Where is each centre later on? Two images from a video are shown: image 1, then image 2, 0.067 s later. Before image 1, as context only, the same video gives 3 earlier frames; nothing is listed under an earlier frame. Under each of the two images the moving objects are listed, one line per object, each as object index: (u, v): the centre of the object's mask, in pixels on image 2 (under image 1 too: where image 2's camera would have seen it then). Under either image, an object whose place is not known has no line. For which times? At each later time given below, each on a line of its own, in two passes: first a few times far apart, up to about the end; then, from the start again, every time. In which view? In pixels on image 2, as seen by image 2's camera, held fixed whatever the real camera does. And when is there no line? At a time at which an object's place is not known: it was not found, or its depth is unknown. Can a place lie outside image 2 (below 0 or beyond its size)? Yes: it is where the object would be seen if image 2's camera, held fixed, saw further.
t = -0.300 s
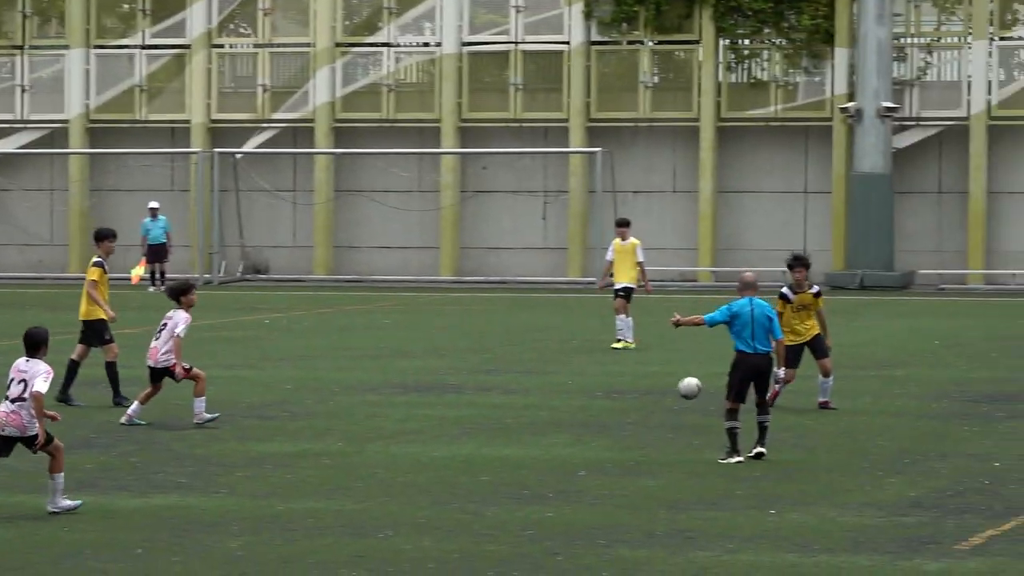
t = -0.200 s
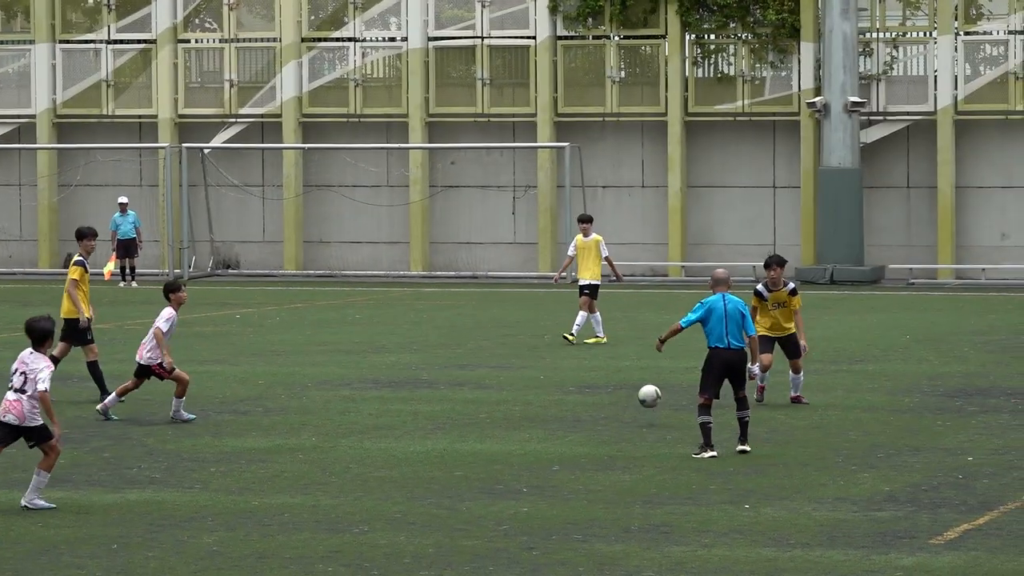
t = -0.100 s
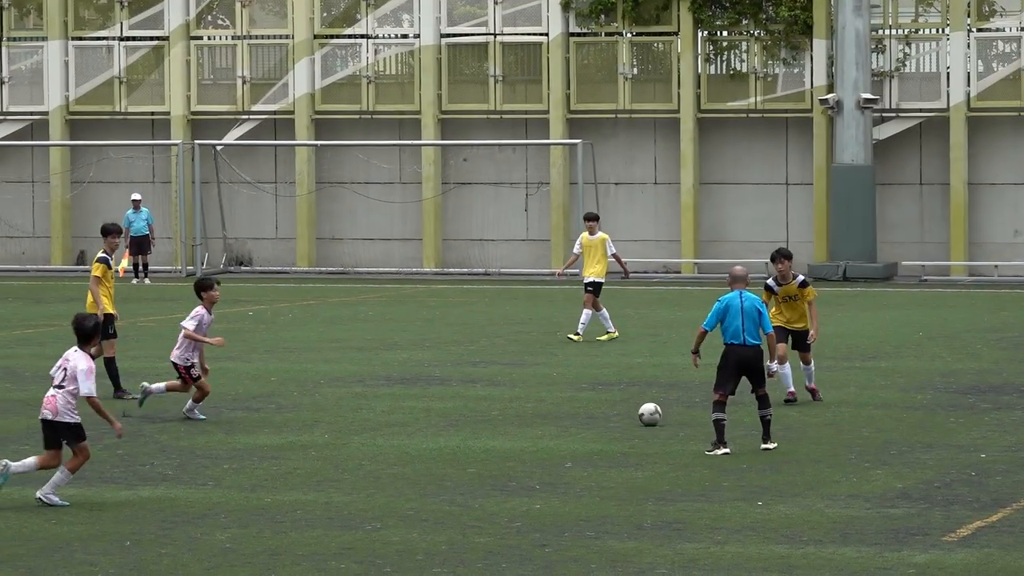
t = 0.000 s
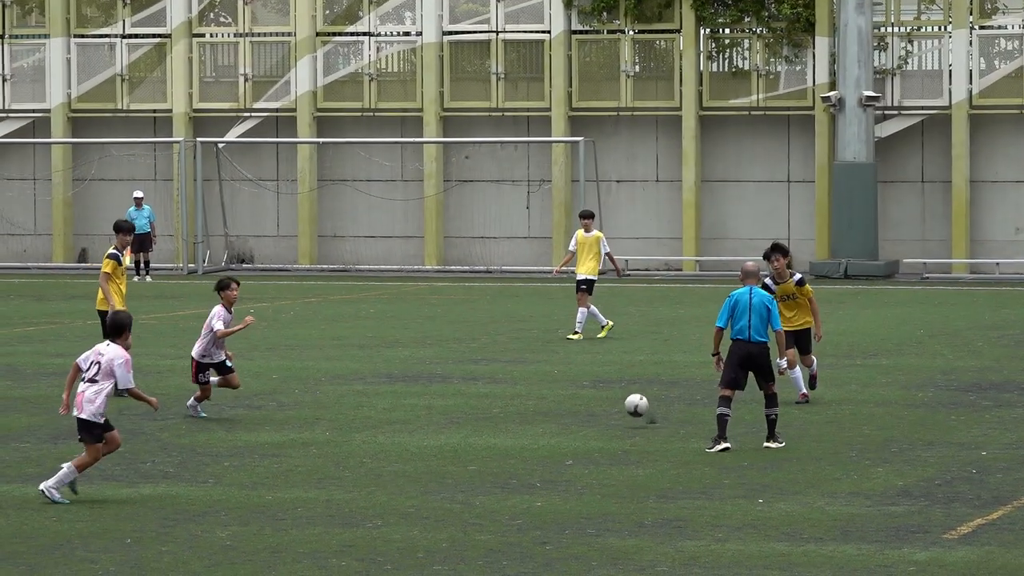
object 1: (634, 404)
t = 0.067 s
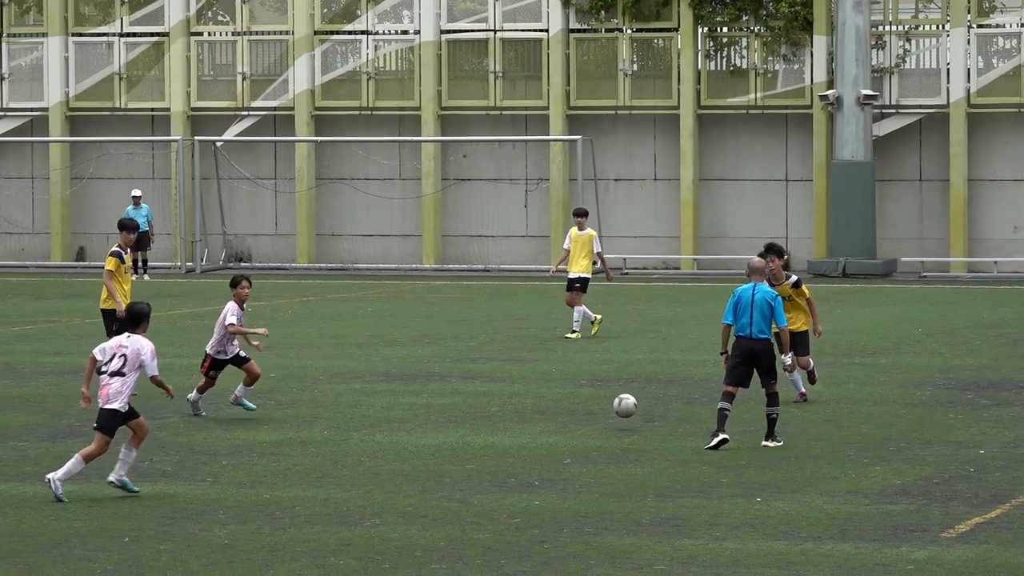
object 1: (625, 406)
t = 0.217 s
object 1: (604, 424)
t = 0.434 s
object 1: (576, 432)
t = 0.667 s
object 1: (543, 440)
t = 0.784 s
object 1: (528, 444)
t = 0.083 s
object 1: (623, 406)
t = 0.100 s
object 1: (620, 408)
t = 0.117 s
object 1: (618, 410)
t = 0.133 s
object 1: (615, 412)
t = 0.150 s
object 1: (613, 415)
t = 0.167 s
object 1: (611, 418)
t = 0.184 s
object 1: (609, 421)
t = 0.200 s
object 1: (607, 424)
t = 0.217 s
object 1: (604, 424)
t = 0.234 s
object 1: (602, 423)
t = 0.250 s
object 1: (600, 423)
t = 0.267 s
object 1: (598, 423)
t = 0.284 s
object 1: (596, 423)
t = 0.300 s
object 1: (593, 423)
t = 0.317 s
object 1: (591, 424)
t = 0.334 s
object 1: (589, 425)
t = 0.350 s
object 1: (586, 426)
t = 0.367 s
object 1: (584, 428)
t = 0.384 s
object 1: (582, 431)
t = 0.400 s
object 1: (580, 433)
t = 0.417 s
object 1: (578, 432)
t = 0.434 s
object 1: (576, 432)
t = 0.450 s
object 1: (573, 432)
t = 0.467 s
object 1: (571, 431)
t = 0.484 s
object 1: (568, 431)
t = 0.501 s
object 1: (566, 432)
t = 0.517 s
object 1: (563, 433)
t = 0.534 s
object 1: (561, 434)
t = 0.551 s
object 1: (559, 436)
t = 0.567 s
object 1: (557, 438)
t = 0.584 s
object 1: (554, 439)
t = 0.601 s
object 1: (552, 439)
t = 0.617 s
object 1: (550, 439)
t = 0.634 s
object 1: (547, 439)
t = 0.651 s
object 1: (545, 439)
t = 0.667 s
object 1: (543, 440)
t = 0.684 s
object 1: (541, 442)
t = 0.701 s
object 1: (539, 443)
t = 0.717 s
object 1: (537, 444)
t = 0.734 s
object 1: (534, 444)
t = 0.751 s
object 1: (532, 444)
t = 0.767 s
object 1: (530, 444)
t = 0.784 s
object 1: (528, 444)
